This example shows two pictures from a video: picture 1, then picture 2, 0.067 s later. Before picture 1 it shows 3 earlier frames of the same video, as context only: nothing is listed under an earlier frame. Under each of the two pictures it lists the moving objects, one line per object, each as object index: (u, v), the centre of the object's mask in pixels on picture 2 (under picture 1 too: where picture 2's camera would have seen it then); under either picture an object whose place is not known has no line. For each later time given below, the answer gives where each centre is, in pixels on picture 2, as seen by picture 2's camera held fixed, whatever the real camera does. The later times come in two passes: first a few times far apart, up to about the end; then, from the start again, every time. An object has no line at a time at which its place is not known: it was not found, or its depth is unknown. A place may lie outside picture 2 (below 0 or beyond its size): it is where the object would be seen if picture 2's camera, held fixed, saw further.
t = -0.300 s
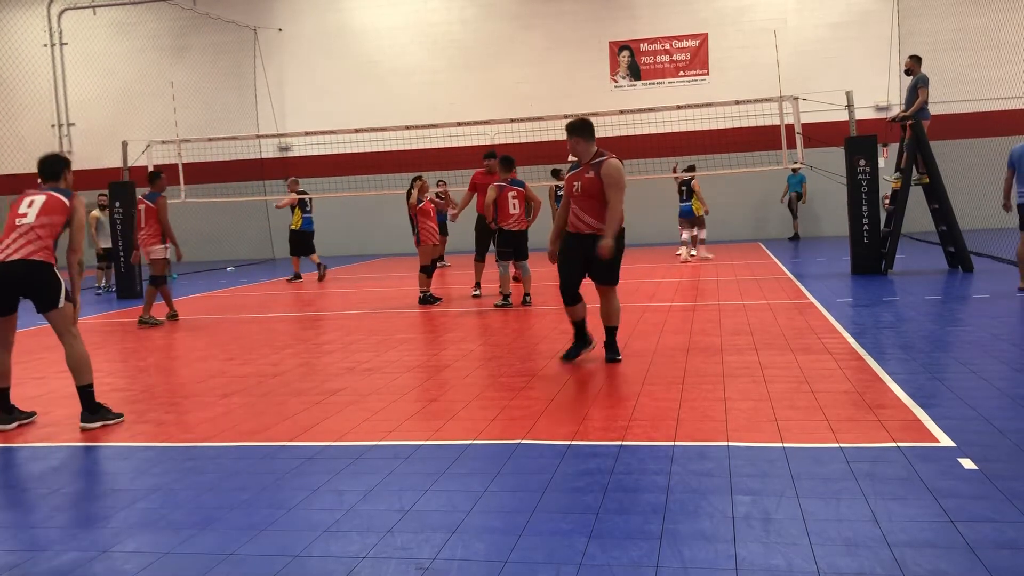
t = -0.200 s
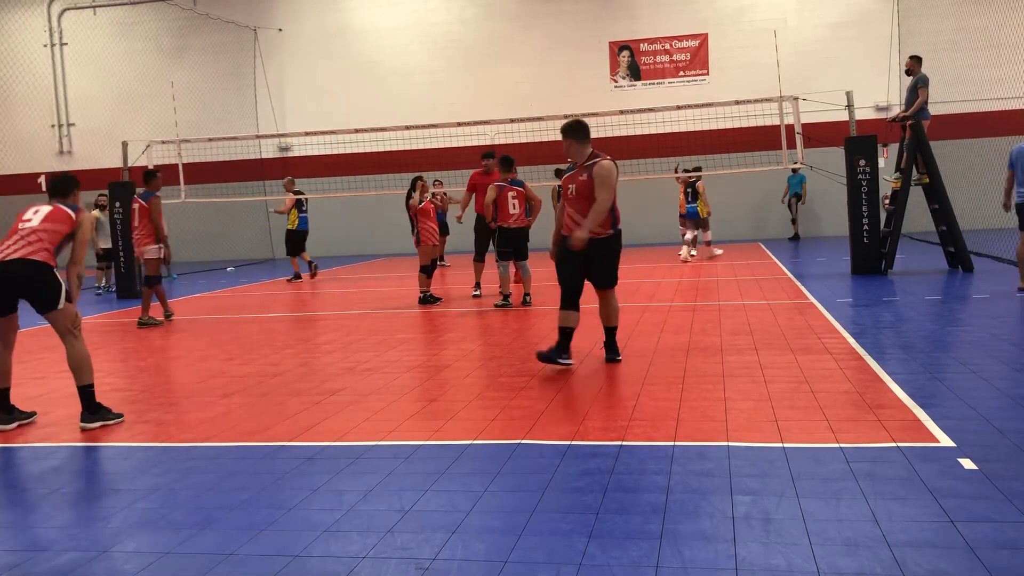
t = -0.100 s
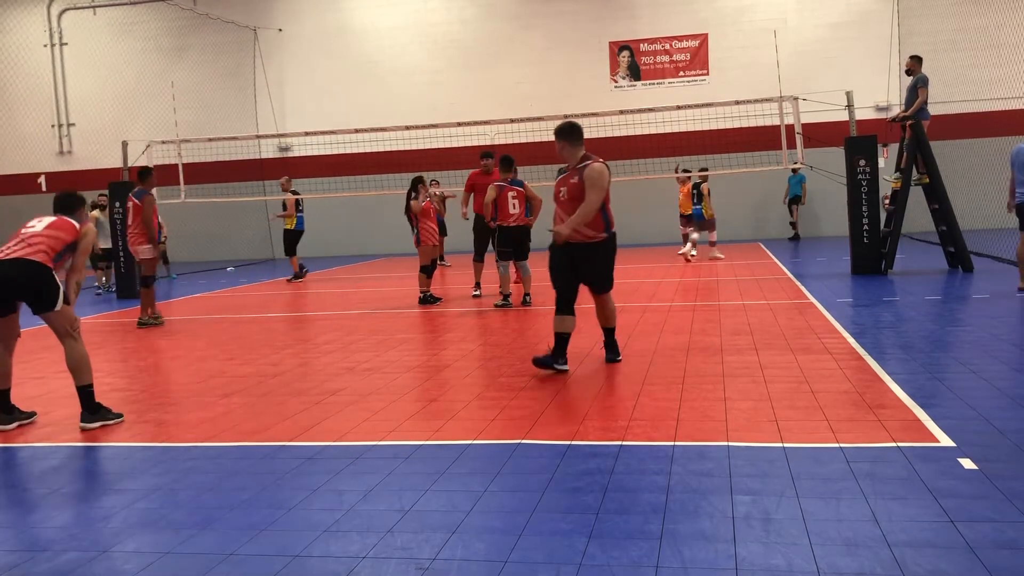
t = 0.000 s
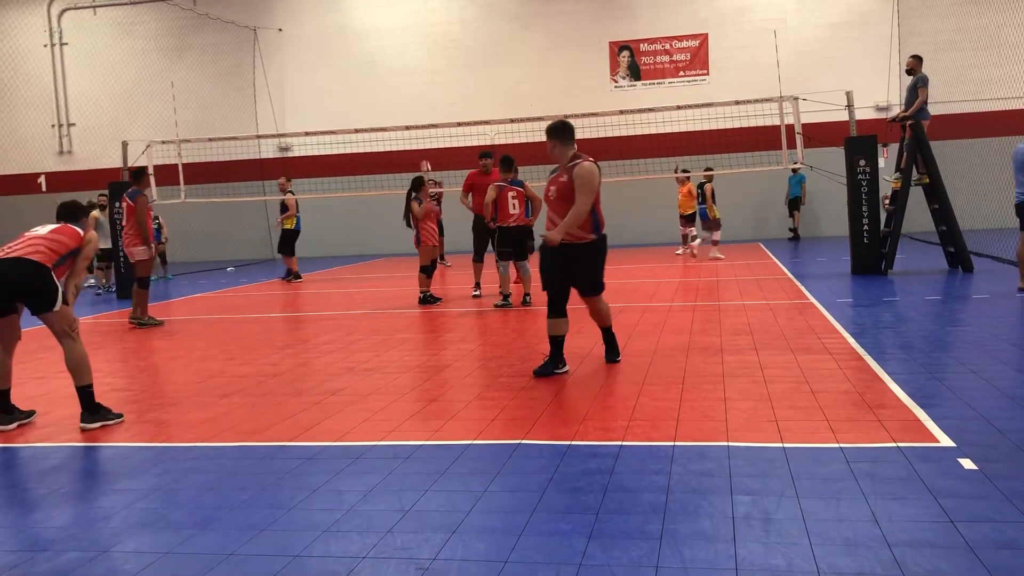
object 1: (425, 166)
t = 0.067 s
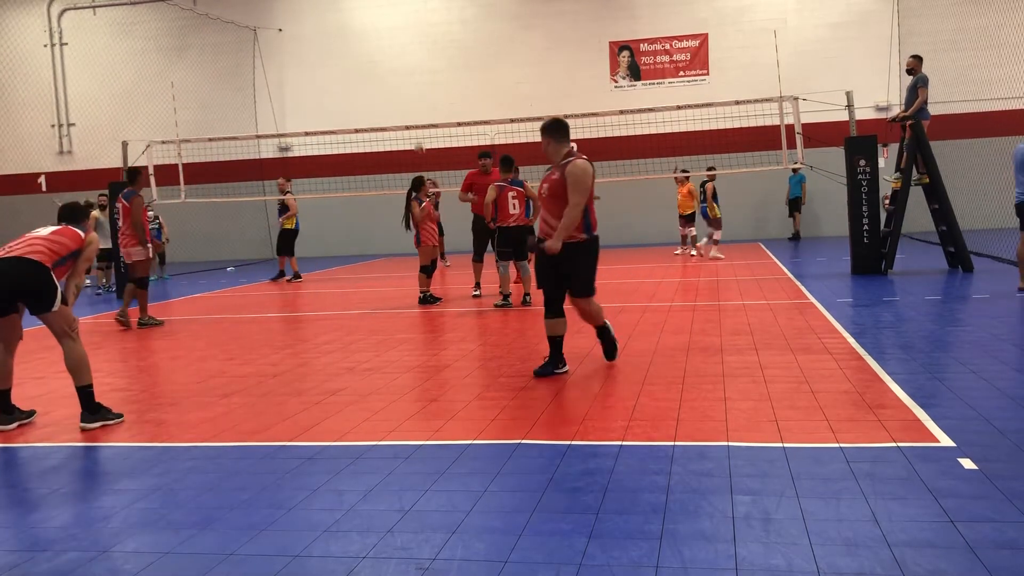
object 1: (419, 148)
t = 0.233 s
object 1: (401, 102)
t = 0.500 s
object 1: (370, 49)
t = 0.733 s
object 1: (343, 32)
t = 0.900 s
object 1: (321, 48)
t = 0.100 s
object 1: (415, 138)
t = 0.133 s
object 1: (413, 133)
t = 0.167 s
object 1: (408, 119)
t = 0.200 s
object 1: (405, 110)
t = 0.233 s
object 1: (401, 102)
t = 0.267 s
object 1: (397, 94)
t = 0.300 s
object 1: (393, 86)
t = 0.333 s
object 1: (390, 78)
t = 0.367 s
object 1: (386, 71)
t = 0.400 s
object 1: (382, 65)
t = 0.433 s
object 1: (378, 59)
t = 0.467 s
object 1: (374, 54)
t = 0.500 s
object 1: (370, 49)
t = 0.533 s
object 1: (367, 44)
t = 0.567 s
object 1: (363, 40)
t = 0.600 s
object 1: (359, 37)
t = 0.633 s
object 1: (355, 34)
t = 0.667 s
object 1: (351, 33)
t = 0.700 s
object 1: (347, 32)
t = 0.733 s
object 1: (343, 32)
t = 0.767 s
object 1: (339, 33)
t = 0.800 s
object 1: (334, 36)
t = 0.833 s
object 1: (330, 39)
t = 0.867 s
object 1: (326, 43)
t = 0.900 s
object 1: (321, 48)
